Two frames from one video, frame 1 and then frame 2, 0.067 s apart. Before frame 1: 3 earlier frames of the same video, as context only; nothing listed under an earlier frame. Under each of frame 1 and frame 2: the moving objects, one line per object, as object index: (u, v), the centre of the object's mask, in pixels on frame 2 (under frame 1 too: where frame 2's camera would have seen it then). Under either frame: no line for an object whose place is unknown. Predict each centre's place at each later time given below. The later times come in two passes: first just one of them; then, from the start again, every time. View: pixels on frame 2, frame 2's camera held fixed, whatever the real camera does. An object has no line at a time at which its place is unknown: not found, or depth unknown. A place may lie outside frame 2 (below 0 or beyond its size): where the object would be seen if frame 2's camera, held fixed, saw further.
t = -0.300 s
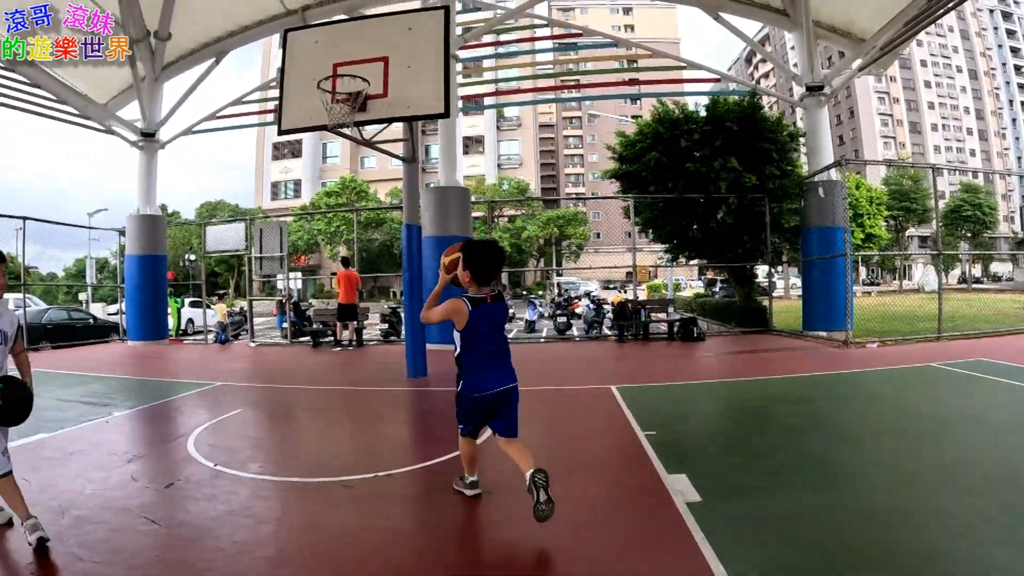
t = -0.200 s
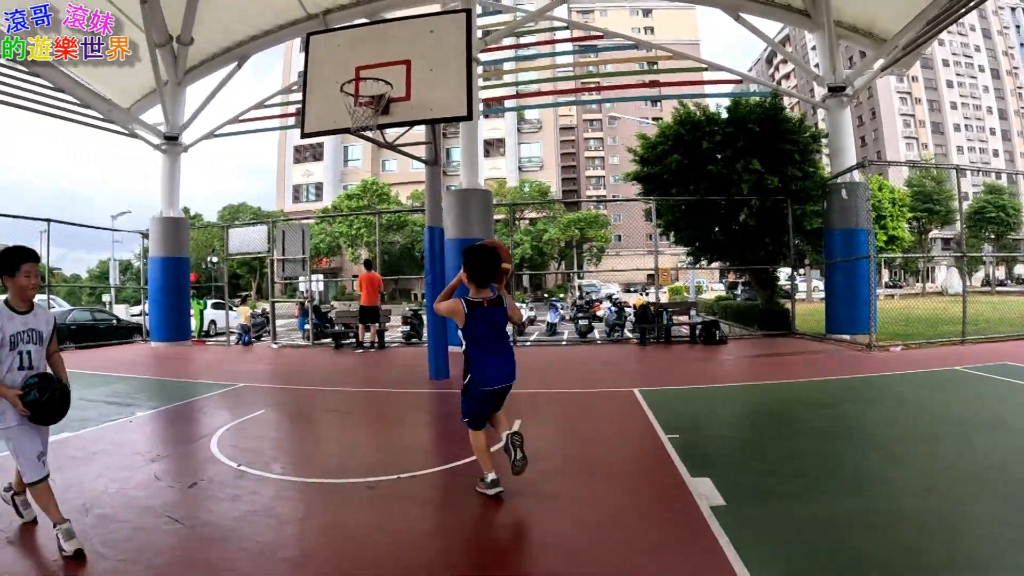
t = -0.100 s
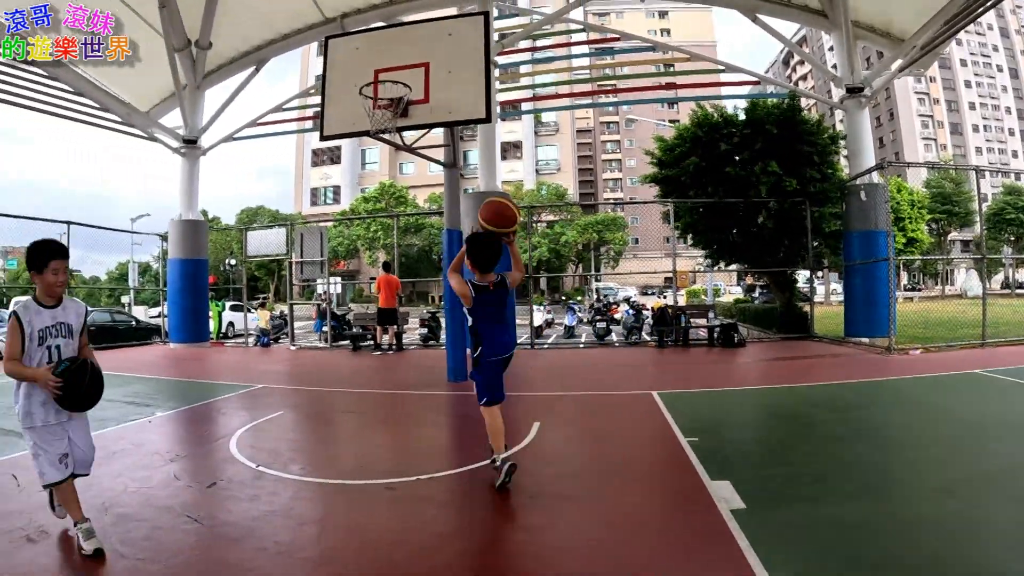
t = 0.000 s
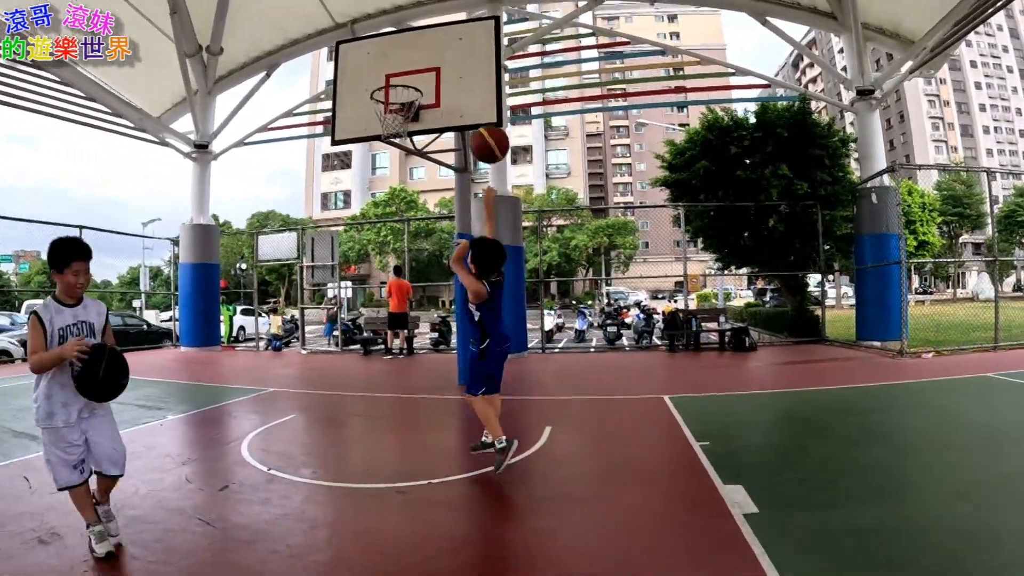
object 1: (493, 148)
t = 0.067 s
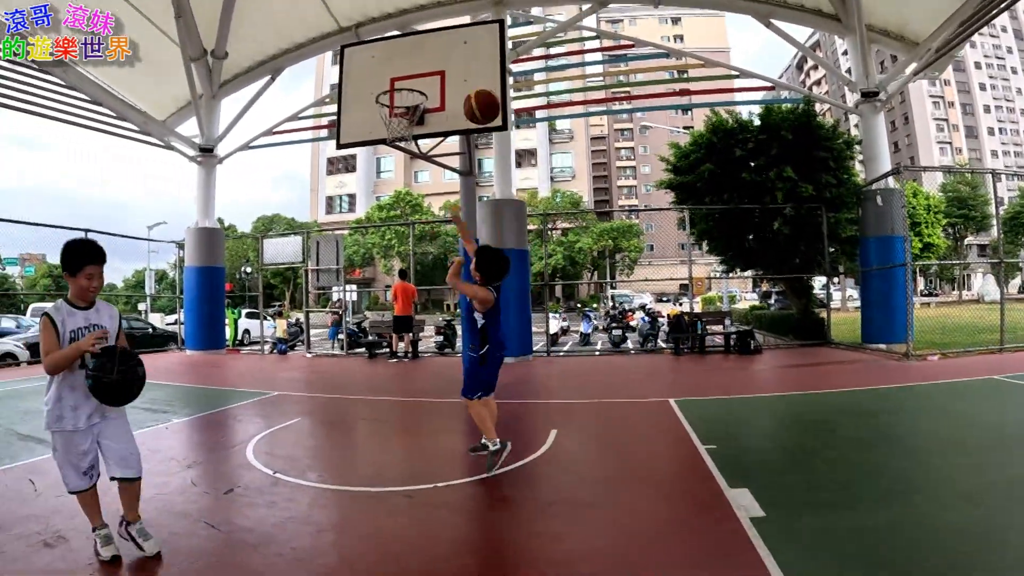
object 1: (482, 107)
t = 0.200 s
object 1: (462, 56)
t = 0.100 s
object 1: (477, 91)
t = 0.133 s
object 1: (472, 77)
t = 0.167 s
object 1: (467, 65)
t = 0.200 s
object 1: (462, 56)
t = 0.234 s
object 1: (458, 48)
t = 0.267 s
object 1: (453, 41)
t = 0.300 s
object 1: (449, 37)
